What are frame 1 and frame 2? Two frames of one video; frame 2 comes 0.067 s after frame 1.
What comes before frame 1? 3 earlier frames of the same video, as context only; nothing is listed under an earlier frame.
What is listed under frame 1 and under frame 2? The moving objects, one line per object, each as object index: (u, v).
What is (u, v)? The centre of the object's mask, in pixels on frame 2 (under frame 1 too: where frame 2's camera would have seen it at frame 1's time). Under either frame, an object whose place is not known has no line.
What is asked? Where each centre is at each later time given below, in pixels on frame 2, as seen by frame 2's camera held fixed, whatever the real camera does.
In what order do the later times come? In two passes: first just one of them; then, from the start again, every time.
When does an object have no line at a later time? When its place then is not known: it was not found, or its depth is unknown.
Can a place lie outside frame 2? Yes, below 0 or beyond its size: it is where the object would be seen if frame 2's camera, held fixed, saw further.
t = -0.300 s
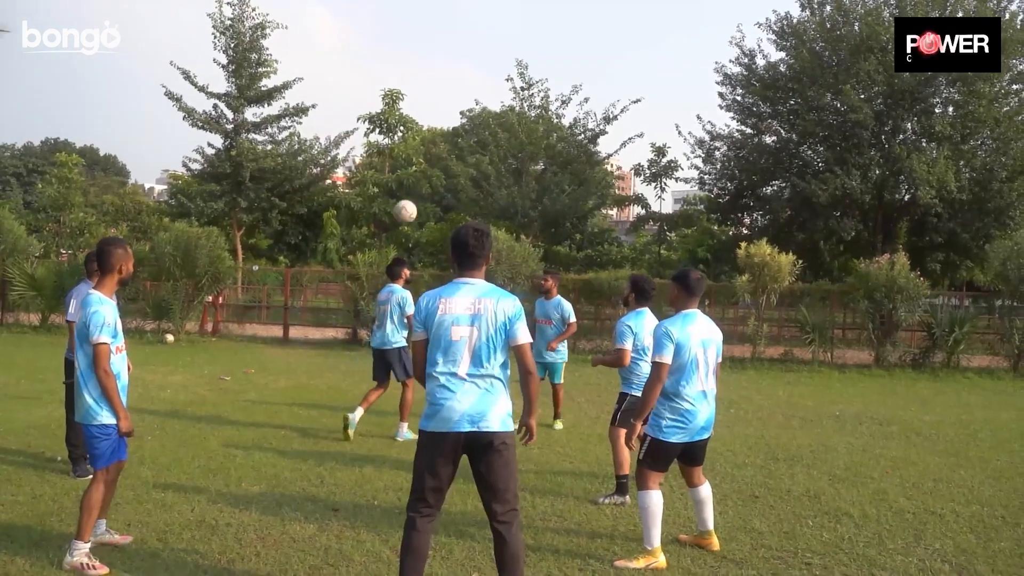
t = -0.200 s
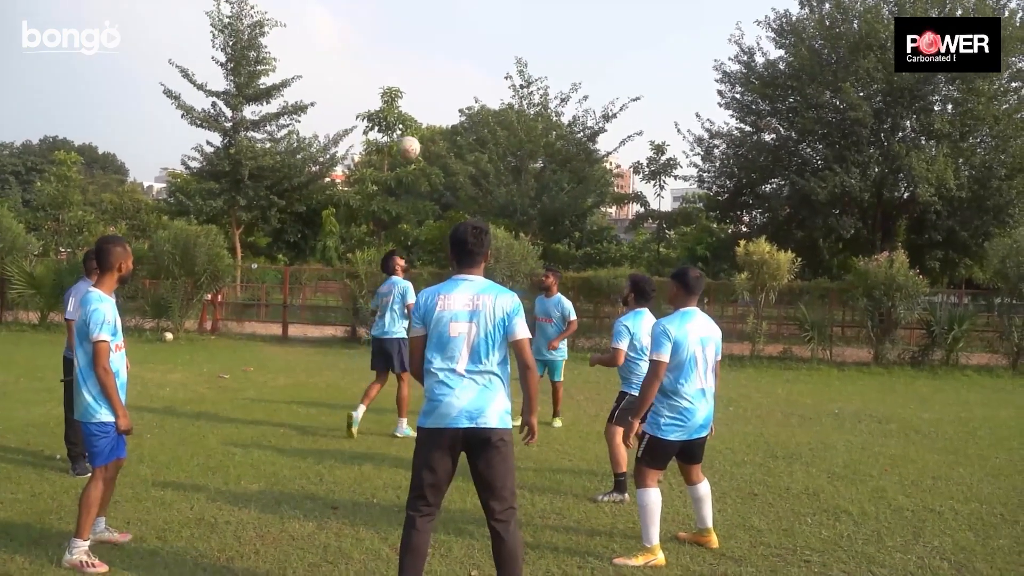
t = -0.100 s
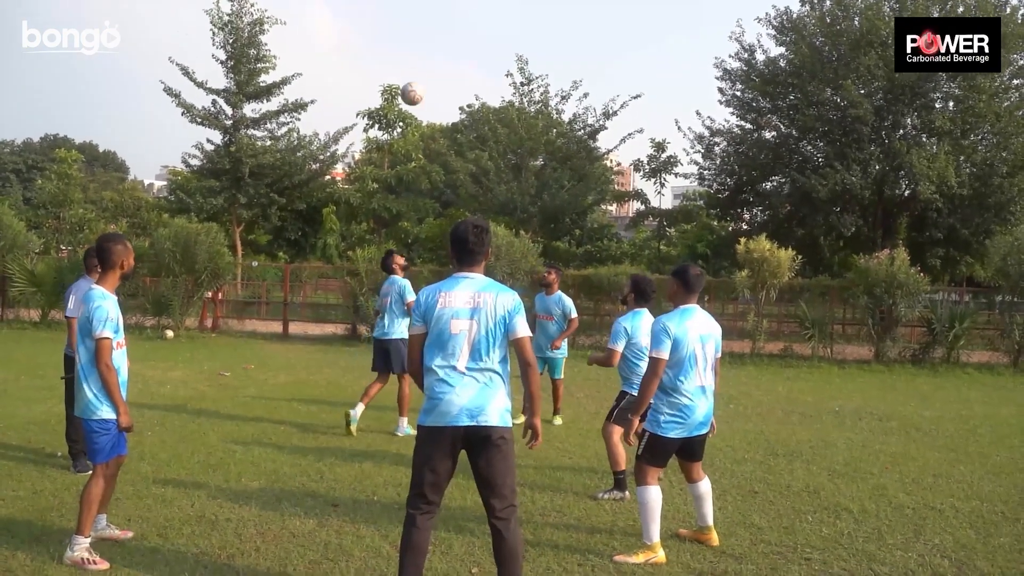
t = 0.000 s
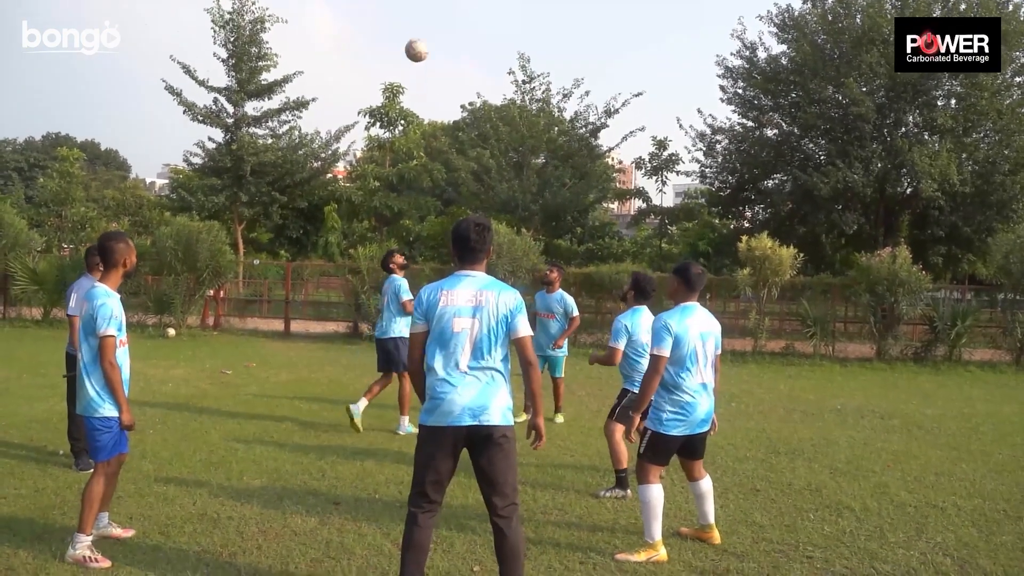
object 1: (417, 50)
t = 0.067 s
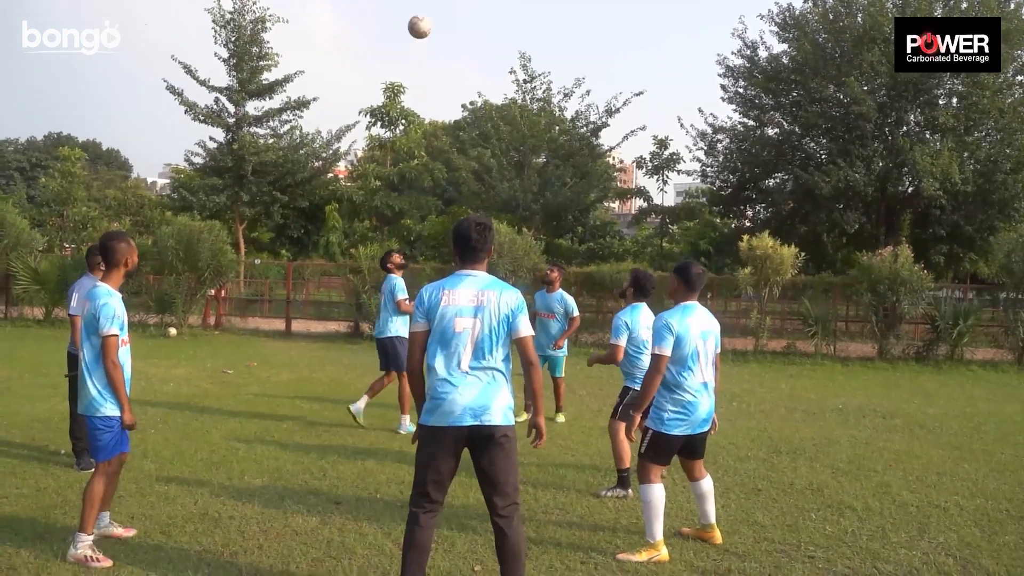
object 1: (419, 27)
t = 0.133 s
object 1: (420, 12)
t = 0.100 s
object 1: (420, 19)
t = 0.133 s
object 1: (420, 12)
